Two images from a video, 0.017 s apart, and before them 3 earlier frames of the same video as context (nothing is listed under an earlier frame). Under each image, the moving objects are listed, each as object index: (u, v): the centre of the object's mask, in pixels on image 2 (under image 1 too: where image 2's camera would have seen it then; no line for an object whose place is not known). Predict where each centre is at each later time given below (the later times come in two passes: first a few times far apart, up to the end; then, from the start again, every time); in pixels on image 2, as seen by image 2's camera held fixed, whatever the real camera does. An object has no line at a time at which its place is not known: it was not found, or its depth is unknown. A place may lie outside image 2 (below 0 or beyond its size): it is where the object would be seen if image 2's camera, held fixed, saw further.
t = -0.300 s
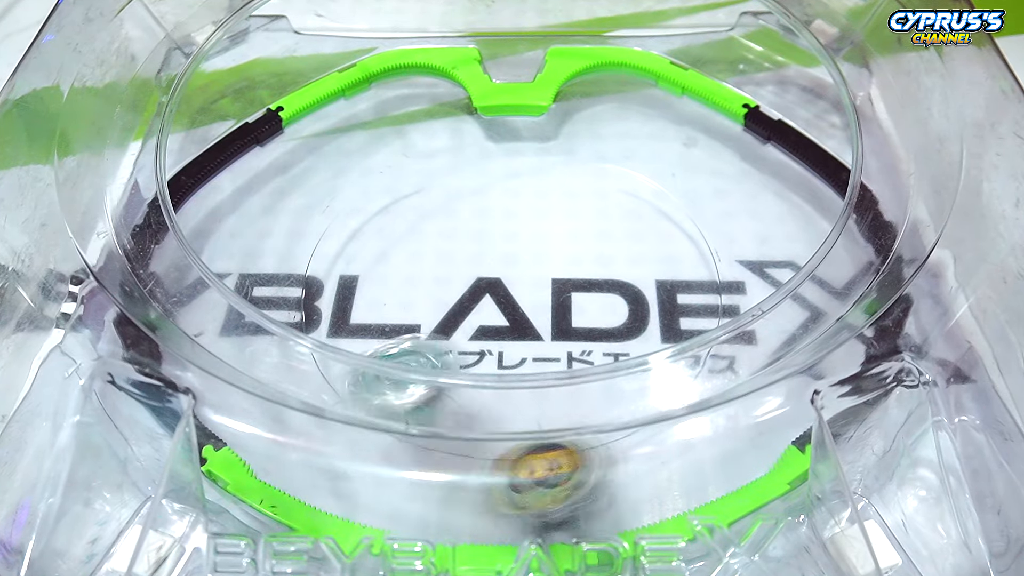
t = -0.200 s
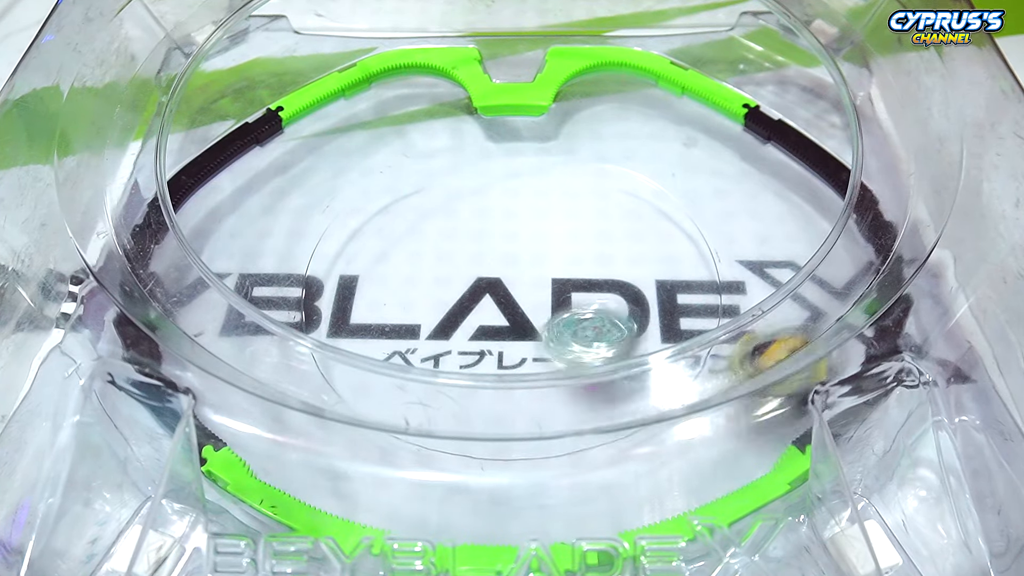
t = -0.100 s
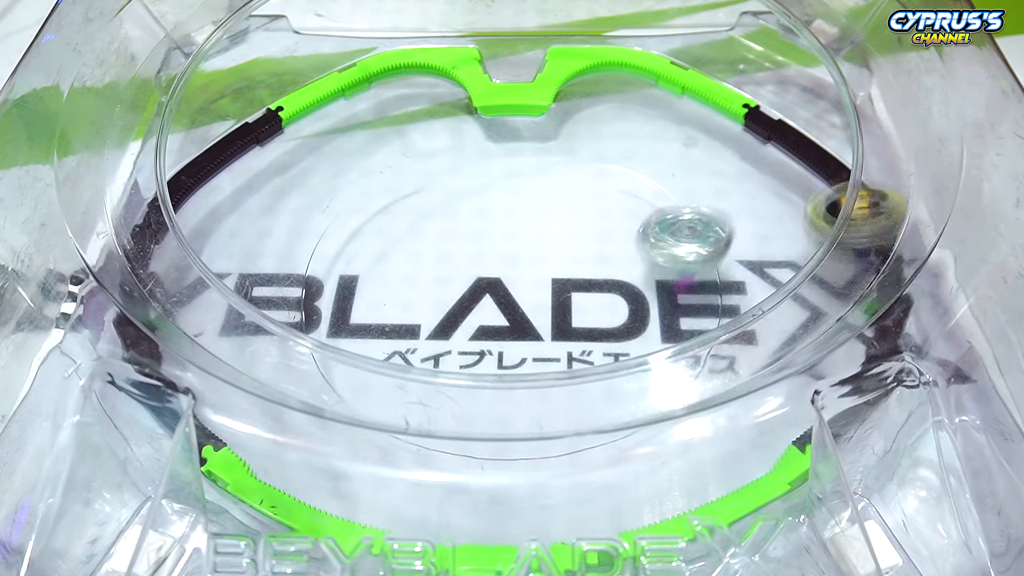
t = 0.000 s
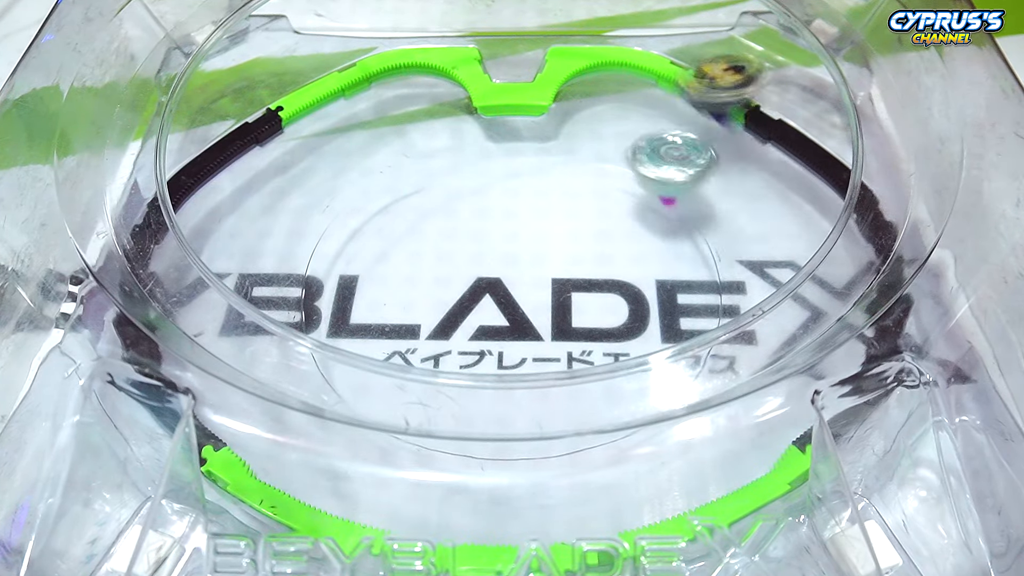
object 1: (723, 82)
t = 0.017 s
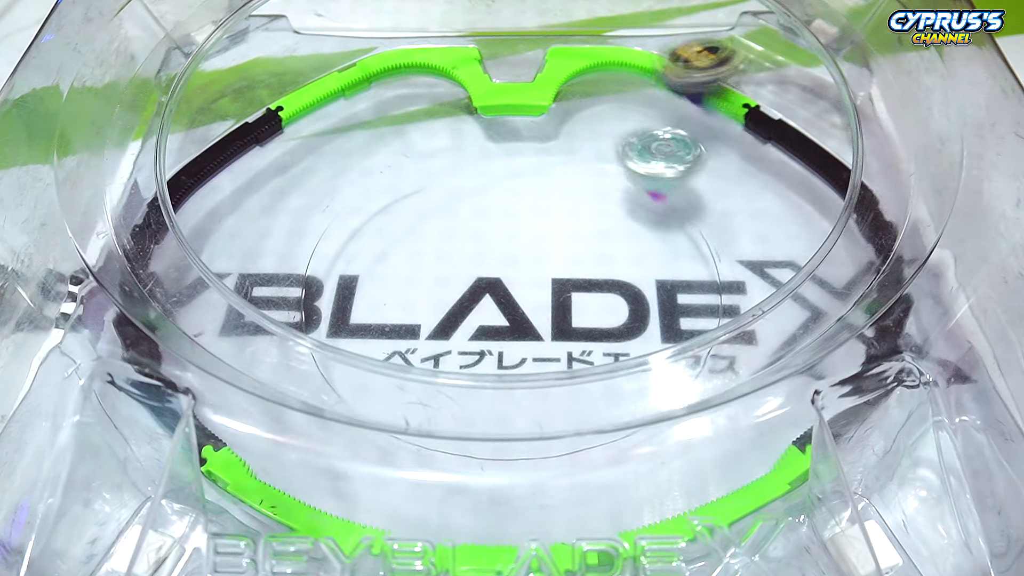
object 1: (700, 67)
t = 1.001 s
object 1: (180, 272)
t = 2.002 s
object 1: (482, 149)
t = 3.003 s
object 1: (430, 246)
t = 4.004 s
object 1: (333, 210)
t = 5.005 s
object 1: (211, 201)
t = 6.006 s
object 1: (428, 190)
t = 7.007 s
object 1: (476, 255)
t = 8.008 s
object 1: (501, 291)
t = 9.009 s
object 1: (520, 283)
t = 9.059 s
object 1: (514, 286)
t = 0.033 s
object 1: (675, 54)
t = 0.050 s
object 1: (629, 34)
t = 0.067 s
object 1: (585, 37)
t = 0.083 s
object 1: (572, 45)
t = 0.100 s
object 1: (565, 62)
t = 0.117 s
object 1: (555, 64)
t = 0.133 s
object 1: (545, 67)
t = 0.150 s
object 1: (534, 76)
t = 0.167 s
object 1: (524, 88)
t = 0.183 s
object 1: (514, 96)
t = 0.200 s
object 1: (499, 99)
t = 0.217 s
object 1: (485, 106)
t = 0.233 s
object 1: (471, 115)
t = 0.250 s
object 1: (459, 129)
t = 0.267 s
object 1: (446, 146)
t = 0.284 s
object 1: (430, 153)
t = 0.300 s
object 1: (413, 161)
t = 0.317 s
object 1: (398, 171)
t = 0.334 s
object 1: (383, 184)
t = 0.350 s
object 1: (368, 191)
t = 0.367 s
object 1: (354, 198)
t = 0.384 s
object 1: (339, 210)
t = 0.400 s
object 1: (323, 218)
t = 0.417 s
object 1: (309, 227)
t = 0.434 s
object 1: (302, 234)
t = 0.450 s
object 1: (296, 243)
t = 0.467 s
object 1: (291, 257)
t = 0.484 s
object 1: (285, 264)
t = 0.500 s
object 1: (279, 273)
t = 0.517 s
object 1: (276, 280)
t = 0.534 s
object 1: (273, 284)
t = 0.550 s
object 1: (270, 285)
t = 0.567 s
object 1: (255, 299)
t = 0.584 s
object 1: (246, 303)
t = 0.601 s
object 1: (235, 308)
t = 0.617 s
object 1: (228, 310)
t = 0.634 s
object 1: (219, 309)
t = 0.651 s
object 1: (212, 306)
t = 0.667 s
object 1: (200, 308)
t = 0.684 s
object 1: (188, 307)
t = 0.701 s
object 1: (178, 307)
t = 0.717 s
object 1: (168, 306)
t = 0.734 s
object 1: (160, 303)
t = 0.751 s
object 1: (157, 302)
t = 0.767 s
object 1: (159, 301)
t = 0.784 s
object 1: (163, 301)
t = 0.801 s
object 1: (165, 301)
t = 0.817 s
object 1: (169, 301)
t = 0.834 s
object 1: (170, 300)
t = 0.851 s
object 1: (169, 299)
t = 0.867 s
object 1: (169, 297)
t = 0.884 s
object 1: (168, 295)
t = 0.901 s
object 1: (168, 293)
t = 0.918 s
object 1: (167, 291)
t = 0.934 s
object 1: (166, 289)
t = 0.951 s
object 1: (166, 286)
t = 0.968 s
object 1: (168, 282)
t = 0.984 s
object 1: (177, 275)
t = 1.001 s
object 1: (180, 272)
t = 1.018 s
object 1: (182, 268)
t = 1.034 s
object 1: (185, 265)
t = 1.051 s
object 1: (187, 262)
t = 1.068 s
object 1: (188, 259)
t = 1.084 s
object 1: (195, 251)
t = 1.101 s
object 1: (200, 246)
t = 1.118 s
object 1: (205, 242)
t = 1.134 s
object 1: (208, 238)
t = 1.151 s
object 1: (219, 232)
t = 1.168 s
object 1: (220, 230)
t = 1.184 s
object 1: (223, 228)
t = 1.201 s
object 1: (225, 225)
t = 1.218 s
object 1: (229, 222)
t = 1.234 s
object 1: (234, 218)
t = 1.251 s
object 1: (237, 214)
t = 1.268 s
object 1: (242, 211)
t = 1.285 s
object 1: (247, 208)
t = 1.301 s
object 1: (253, 205)
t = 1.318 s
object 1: (259, 202)
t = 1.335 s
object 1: (265, 199)
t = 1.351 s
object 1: (272, 196)
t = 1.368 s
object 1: (276, 192)
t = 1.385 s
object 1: (283, 189)
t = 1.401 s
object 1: (289, 184)
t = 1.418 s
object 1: (296, 181)
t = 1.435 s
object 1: (302, 177)
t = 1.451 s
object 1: (309, 173)
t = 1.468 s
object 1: (314, 171)
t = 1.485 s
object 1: (320, 168)
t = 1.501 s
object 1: (327, 166)
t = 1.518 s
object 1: (333, 164)
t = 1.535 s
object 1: (339, 163)
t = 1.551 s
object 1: (346, 162)
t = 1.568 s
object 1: (353, 162)
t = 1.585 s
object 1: (359, 165)
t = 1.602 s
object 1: (365, 170)
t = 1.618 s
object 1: (370, 173)
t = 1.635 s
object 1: (377, 179)
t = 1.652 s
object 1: (383, 186)
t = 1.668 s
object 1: (389, 192)
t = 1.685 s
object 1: (395, 199)
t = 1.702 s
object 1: (402, 205)
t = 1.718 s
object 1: (411, 211)
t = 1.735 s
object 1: (420, 216)
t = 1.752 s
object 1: (432, 221)
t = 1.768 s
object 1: (444, 224)
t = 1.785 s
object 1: (459, 227)
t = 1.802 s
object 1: (469, 225)
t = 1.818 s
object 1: (475, 218)
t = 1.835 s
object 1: (479, 211)
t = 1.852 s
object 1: (484, 204)
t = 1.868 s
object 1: (489, 197)
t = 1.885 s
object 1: (492, 189)
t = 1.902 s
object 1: (494, 181)
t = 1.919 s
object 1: (494, 174)
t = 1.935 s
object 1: (494, 166)
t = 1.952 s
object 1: (492, 161)
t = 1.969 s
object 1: (490, 156)
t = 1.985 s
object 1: (486, 152)
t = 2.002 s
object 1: (482, 149)
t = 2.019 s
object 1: (477, 146)
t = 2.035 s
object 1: (471, 145)
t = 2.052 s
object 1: (466, 145)
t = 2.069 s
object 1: (461, 147)
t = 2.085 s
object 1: (458, 149)
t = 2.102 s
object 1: (456, 152)
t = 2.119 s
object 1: (454, 155)
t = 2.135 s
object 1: (453, 161)
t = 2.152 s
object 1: (453, 166)
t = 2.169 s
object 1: (454, 173)
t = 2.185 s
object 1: (458, 180)
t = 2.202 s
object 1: (461, 184)
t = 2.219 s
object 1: (457, 179)
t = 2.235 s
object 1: (452, 175)
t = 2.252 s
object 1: (445, 170)
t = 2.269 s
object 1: (439, 166)
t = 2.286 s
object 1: (434, 164)
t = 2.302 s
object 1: (428, 163)
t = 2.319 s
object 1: (422, 163)
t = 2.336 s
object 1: (416, 163)
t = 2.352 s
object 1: (410, 165)
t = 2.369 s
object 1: (405, 168)
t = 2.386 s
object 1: (402, 173)
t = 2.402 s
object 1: (400, 177)
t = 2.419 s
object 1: (399, 182)
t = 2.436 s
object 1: (400, 188)
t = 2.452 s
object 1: (400, 194)
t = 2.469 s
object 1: (404, 201)
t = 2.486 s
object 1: (409, 210)
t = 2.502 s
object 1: (416, 216)
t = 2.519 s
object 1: (424, 223)
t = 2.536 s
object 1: (432, 228)
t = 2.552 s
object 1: (442, 233)
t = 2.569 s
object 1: (455, 238)
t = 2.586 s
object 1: (468, 241)
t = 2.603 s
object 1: (481, 243)
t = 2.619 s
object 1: (492, 243)
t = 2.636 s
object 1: (491, 236)
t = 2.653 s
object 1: (488, 232)
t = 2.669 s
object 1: (486, 229)
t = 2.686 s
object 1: (482, 224)
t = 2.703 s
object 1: (479, 221)
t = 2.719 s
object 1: (475, 217)
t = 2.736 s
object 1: (473, 213)
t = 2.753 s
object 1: (467, 209)
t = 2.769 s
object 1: (461, 206)
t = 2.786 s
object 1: (456, 204)
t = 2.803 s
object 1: (449, 203)
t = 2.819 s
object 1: (443, 203)
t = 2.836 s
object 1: (437, 204)
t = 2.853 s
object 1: (431, 206)
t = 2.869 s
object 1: (426, 208)
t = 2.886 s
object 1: (422, 211)
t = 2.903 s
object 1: (420, 216)
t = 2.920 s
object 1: (418, 220)
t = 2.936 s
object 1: (418, 225)
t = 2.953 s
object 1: (419, 230)
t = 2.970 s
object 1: (421, 235)
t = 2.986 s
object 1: (425, 241)
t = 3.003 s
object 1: (430, 246)
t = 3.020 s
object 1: (437, 251)
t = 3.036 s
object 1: (442, 254)
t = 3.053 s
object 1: (451, 258)
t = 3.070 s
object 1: (461, 261)
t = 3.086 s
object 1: (470, 263)
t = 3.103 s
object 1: (480, 264)
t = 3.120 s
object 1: (489, 263)
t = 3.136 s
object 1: (483, 256)
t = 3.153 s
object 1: (466, 250)
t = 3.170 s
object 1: (452, 246)
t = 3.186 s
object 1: (439, 237)
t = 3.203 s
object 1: (427, 229)
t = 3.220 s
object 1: (415, 223)
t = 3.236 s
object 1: (404, 218)
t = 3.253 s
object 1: (394, 213)
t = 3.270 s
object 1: (384, 210)
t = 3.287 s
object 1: (376, 208)
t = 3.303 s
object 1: (366, 207)
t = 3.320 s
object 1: (359, 206)
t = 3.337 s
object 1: (349, 207)
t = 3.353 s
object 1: (341, 208)
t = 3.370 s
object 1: (331, 210)
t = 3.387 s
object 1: (322, 212)
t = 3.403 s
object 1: (318, 216)
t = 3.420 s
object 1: (321, 222)
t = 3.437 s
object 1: (324, 232)
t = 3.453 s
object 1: (328, 241)
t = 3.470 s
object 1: (330, 244)
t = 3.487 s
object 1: (334, 254)
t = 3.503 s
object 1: (337, 260)
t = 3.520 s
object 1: (341, 266)
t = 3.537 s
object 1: (344, 271)
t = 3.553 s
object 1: (351, 276)
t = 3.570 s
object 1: (359, 279)
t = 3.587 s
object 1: (371, 283)
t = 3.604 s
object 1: (380, 285)
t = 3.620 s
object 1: (391, 287)
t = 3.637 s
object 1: (405, 288)
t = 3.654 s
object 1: (419, 287)
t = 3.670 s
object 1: (430, 285)
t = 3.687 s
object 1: (443, 282)
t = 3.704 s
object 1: (457, 278)
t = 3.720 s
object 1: (469, 273)
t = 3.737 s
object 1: (465, 264)
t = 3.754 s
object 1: (451, 254)
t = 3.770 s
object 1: (437, 245)
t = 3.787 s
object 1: (423, 236)
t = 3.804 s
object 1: (411, 227)
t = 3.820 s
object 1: (399, 221)
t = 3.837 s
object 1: (388, 214)
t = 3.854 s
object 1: (377, 209)
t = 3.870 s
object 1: (367, 204)
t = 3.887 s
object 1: (357, 201)
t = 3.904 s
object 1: (346, 198)
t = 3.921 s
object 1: (338, 197)
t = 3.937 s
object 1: (332, 197)
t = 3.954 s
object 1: (331, 197)
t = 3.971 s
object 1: (332, 202)
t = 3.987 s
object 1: (333, 209)
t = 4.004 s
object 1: (333, 210)
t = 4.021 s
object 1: (333, 213)
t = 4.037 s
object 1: (334, 215)
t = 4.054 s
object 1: (334, 217)
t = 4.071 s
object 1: (334, 217)
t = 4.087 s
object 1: (335, 218)
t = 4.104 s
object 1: (336, 218)
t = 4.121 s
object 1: (337, 218)
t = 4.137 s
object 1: (341, 219)
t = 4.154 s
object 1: (345, 220)
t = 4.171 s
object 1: (348, 222)
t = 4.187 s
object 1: (354, 224)
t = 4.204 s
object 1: (362, 226)
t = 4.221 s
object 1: (368, 228)
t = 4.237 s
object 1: (376, 229)
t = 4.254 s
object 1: (385, 230)
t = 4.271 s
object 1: (378, 227)
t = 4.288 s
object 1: (357, 226)
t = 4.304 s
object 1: (335, 225)
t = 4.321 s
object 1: (317, 230)
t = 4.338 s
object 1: (302, 236)
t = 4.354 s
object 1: (295, 235)
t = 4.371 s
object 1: (290, 237)
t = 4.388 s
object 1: (287, 244)
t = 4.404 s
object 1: (281, 248)
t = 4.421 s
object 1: (273, 248)
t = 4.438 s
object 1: (269, 250)
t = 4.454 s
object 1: (263, 252)
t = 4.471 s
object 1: (255, 251)
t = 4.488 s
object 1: (250, 250)
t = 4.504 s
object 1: (244, 247)
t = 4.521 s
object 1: (240, 246)
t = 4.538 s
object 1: (233, 243)
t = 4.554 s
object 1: (229, 240)
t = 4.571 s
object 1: (221, 239)
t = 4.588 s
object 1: (211, 238)
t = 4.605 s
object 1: (207, 237)
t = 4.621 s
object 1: (201, 235)
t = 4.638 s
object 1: (194, 233)
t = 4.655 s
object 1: (190, 231)
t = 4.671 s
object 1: (185, 229)
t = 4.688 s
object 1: (181, 228)
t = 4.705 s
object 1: (178, 226)
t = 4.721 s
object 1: (176, 224)
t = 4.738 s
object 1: (176, 223)
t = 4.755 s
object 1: (175, 220)
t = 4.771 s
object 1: (167, 223)
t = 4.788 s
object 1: (174, 217)
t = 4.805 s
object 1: (173, 216)
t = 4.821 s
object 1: (174, 217)
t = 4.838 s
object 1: (175, 216)
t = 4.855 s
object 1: (175, 215)
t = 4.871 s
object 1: (178, 214)
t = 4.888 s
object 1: (181, 212)
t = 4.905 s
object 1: (184, 211)
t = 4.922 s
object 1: (187, 209)
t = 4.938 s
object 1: (191, 207)
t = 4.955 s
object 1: (195, 206)
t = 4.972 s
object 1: (200, 203)
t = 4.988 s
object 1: (204, 202)
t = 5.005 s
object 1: (211, 201)
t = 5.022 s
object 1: (213, 200)
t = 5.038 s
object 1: (219, 199)
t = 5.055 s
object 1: (226, 196)
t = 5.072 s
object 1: (232, 196)
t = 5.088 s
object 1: (239, 195)
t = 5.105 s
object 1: (245, 194)
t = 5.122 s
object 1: (254, 194)
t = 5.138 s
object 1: (262, 192)
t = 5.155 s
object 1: (269, 192)
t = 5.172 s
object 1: (277, 192)
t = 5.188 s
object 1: (285, 192)
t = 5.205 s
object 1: (293, 191)
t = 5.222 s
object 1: (303, 191)
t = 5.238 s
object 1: (310, 191)
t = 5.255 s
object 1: (320, 192)
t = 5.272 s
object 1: (327, 195)
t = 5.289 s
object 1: (338, 201)
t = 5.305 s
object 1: (349, 205)
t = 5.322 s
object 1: (359, 212)
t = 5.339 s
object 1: (370, 219)
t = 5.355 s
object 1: (379, 226)
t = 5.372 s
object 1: (393, 233)
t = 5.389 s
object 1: (385, 227)
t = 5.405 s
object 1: (359, 208)
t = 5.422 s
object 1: (331, 187)
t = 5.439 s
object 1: (314, 168)
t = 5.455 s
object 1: (294, 150)
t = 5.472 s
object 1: (280, 139)
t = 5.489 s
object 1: (264, 130)
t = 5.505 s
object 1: (252, 125)
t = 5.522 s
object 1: (243, 120)
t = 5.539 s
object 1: (247, 114)
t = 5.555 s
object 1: (249, 112)
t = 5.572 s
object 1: (256, 111)
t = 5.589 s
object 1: (262, 112)
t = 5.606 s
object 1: (268, 121)
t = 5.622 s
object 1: (277, 133)
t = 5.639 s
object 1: (287, 141)
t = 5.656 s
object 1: (293, 138)
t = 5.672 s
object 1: (298, 136)
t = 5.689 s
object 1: (304, 140)
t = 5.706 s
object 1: (312, 146)
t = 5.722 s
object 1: (321, 155)
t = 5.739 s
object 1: (327, 153)
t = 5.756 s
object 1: (333, 155)
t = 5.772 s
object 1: (339, 159)
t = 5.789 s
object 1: (345, 164)
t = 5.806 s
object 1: (349, 164)
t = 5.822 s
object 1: (353, 165)
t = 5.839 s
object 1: (359, 169)
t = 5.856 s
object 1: (364, 169)
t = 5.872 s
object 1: (371, 171)
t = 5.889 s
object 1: (377, 172)
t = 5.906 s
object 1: (386, 177)
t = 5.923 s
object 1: (391, 177)
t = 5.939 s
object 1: (399, 180)
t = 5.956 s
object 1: (405, 182)
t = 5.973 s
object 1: (414, 185)
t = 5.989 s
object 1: (421, 188)
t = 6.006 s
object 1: (428, 190)
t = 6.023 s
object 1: (437, 195)
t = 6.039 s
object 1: (444, 197)
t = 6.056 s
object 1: (453, 202)
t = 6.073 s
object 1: (459, 204)
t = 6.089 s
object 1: (467, 207)
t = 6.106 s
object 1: (473, 212)
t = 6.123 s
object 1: (480, 216)
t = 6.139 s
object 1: (487, 222)
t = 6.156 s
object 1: (493, 224)
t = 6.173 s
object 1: (500, 231)
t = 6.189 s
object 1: (506, 234)
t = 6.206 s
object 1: (513, 240)
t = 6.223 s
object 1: (519, 245)
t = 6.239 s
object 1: (525, 250)
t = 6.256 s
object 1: (529, 257)
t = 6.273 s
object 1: (535, 262)
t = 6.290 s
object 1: (539, 271)
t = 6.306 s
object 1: (544, 277)
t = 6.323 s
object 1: (548, 285)
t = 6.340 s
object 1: (552, 291)
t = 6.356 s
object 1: (554, 296)
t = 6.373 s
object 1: (556, 302)
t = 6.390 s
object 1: (558, 306)
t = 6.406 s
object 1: (559, 312)
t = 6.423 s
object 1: (560, 315)
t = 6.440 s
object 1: (562, 322)
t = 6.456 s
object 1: (562, 324)
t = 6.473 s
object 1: (562, 324)
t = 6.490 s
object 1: (561, 322)
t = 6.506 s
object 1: (560, 317)
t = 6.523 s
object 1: (558, 315)
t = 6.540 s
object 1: (558, 311)
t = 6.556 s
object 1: (557, 309)
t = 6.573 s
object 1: (554, 306)
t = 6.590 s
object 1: (552, 304)
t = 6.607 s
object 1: (548, 303)
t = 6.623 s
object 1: (546, 304)
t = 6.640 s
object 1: (542, 304)
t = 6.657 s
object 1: (539, 302)
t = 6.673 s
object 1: (535, 302)
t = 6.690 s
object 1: (530, 302)
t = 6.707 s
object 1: (526, 299)
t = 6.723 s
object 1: (521, 300)
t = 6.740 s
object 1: (518, 298)
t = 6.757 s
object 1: (513, 297)
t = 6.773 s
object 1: (508, 296)
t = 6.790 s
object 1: (505, 290)
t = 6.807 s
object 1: (500, 290)
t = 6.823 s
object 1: (497, 291)
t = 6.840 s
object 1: (494, 285)
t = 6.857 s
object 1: (491, 283)
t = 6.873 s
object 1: (488, 280)
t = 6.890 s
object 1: (485, 276)
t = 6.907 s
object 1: (483, 274)
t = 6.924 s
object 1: (480, 270)
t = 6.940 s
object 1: (479, 268)
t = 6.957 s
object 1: (478, 264)
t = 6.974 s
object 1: (477, 262)
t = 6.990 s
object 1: (477, 258)
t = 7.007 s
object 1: (476, 255)
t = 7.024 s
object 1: (477, 253)
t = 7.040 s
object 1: (478, 249)
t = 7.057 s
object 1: (478, 248)
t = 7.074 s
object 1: (480, 245)
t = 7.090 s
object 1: (480, 242)
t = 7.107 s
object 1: (483, 240)
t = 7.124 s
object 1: (484, 238)
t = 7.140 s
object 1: (485, 237)
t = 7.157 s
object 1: (488, 236)
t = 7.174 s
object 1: (490, 234)
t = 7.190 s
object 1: (493, 233)
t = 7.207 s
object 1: (494, 232)
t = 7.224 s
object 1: (497, 231)
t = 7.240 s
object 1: (500, 231)
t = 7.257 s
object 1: (502, 231)
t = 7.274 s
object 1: (505, 231)
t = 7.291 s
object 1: (507, 230)
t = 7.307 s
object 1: (509, 230)
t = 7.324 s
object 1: (512, 232)
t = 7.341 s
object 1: (514, 232)
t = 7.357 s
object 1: (517, 233)
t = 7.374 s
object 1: (518, 234)
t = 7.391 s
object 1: (521, 235)
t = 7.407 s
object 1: (523, 237)
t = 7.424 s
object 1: (525, 236)
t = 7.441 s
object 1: (528, 238)
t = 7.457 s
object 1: (529, 240)
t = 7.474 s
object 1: (532, 241)
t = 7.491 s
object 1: (534, 244)
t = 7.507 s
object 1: (535, 244)
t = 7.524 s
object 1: (537, 246)
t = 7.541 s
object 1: (537, 249)
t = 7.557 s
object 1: (539, 250)
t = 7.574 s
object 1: (540, 253)
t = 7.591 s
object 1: (540, 254)
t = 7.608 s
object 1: (541, 257)
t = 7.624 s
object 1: (540, 260)
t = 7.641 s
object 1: (541, 261)
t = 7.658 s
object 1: (542, 264)
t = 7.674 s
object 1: (541, 267)
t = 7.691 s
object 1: (540, 268)
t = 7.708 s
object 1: (539, 273)
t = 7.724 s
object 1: (539, 273)
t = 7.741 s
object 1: (538, 276)
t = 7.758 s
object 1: (536, 280)
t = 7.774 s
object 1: (535, 281)
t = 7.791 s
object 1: (533, 284)
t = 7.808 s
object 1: (531, 285)
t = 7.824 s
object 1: (529, 286)
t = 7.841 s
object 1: (526, 288)
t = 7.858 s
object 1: (525, 289)
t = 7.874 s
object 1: (522, 290)
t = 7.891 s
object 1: (520, 291)
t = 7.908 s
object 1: (518, 290)
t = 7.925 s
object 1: (514, 292)
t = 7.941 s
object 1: (512, 292)
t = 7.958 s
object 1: (510, 291)
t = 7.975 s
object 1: (507, 292)
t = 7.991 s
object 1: (505, 291)
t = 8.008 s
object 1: (501, 291)
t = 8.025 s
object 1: (500, 290)
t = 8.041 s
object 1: (497, 288)
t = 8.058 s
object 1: (495, 288)
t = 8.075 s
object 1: (493, 286)
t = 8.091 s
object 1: (491, 284)
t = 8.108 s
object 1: (489, 283)
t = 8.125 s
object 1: (488, 281)
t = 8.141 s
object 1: (486, 278)
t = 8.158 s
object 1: (485, 277)
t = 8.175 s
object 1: (484, 274)
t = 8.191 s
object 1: (483, 272)
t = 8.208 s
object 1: (483, 270)
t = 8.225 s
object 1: (483, 267)
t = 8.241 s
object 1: (482, 265)
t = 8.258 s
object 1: (483, 264)
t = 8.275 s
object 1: (483, 260)
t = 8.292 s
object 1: (484, 258)
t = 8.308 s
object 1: (486, 256)
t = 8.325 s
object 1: (486, 253)
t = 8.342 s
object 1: (487, 252)
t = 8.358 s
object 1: (490, 250)
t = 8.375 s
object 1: (491, 249)
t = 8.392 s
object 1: (494, 247)
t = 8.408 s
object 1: (496, 245)
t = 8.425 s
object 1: (497, 245)
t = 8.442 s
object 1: (500, 244)
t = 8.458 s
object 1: (502, 243)
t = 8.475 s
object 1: (504, 243)
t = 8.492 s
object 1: (506, 243)
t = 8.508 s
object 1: (509, 241)
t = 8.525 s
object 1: (512, 243)
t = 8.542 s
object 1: (513, 242)
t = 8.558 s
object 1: (515, 241)
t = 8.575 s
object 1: (519, 243)
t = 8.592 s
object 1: (519, 243)
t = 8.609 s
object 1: (522, 243)
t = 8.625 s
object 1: (524, 245)
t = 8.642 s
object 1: (525, 245)
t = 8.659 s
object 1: (528, 247)
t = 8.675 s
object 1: (527, 248)
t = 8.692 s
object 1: (528, 249)
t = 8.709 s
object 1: (530, 251)
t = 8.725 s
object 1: (529, 252)
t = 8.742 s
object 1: (530, 253)
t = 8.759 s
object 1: (530, 255)
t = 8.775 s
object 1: (530, 256)
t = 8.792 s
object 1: (530, 257)
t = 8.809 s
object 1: (530, 261)
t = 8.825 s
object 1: (530, 261)
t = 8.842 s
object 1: (530, 263)
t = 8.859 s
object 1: (528, 266)
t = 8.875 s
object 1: (530, 267)
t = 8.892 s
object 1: (529, 268)
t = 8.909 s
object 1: (527, 271)
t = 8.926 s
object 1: (528, 274)
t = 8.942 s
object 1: (527, 275)
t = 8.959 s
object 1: (524, 276)
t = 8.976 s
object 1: (524, 279)
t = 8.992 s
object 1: (523, 281)
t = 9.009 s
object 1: (520, 283)
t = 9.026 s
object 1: (519, 283)
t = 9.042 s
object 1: (516, 286)
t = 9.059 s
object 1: (514, 286)
